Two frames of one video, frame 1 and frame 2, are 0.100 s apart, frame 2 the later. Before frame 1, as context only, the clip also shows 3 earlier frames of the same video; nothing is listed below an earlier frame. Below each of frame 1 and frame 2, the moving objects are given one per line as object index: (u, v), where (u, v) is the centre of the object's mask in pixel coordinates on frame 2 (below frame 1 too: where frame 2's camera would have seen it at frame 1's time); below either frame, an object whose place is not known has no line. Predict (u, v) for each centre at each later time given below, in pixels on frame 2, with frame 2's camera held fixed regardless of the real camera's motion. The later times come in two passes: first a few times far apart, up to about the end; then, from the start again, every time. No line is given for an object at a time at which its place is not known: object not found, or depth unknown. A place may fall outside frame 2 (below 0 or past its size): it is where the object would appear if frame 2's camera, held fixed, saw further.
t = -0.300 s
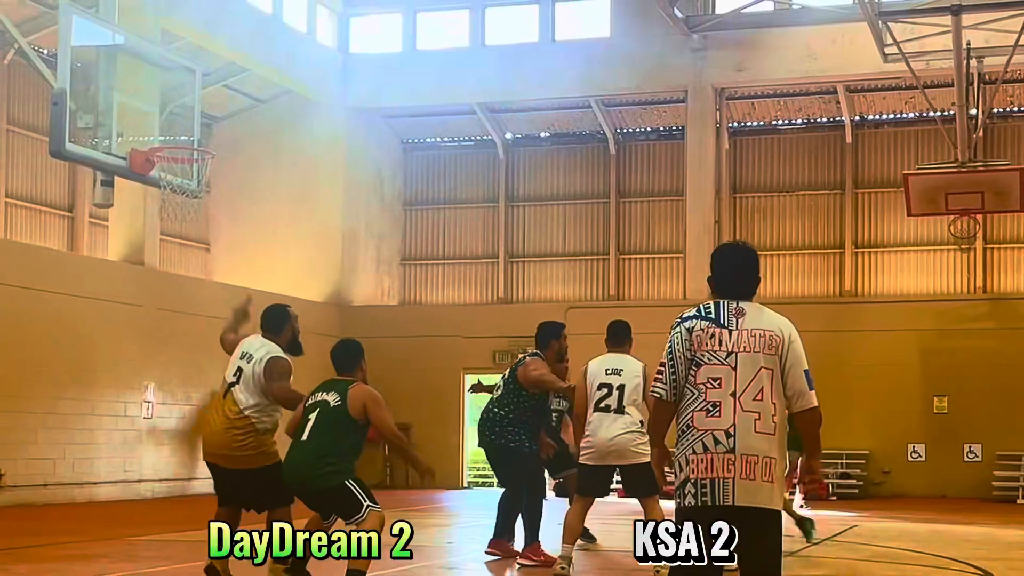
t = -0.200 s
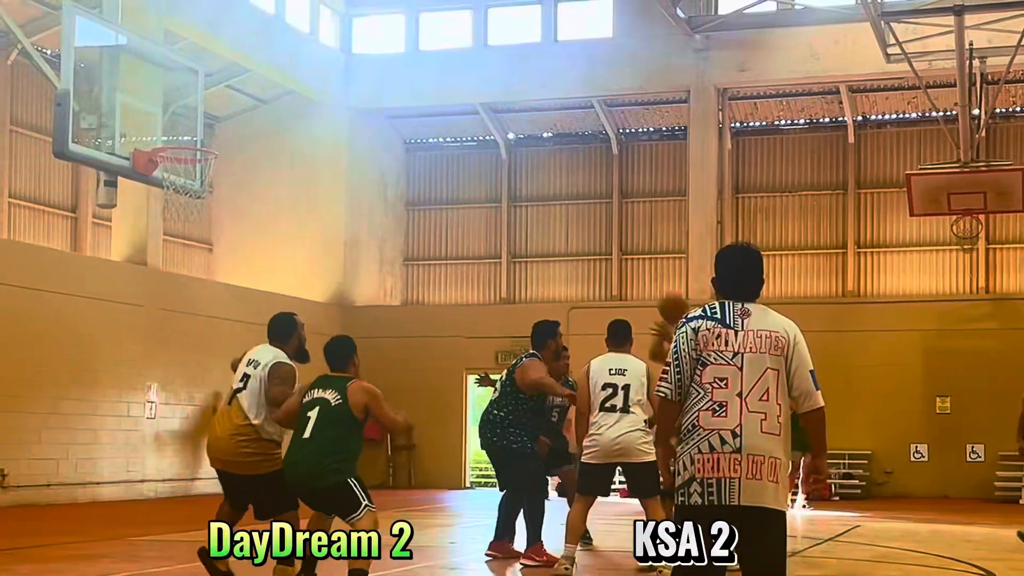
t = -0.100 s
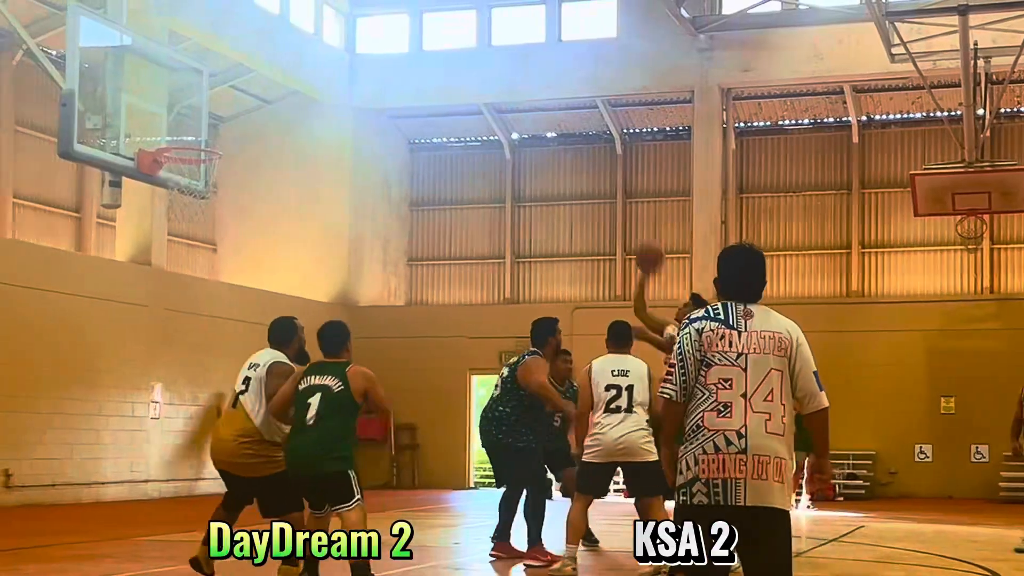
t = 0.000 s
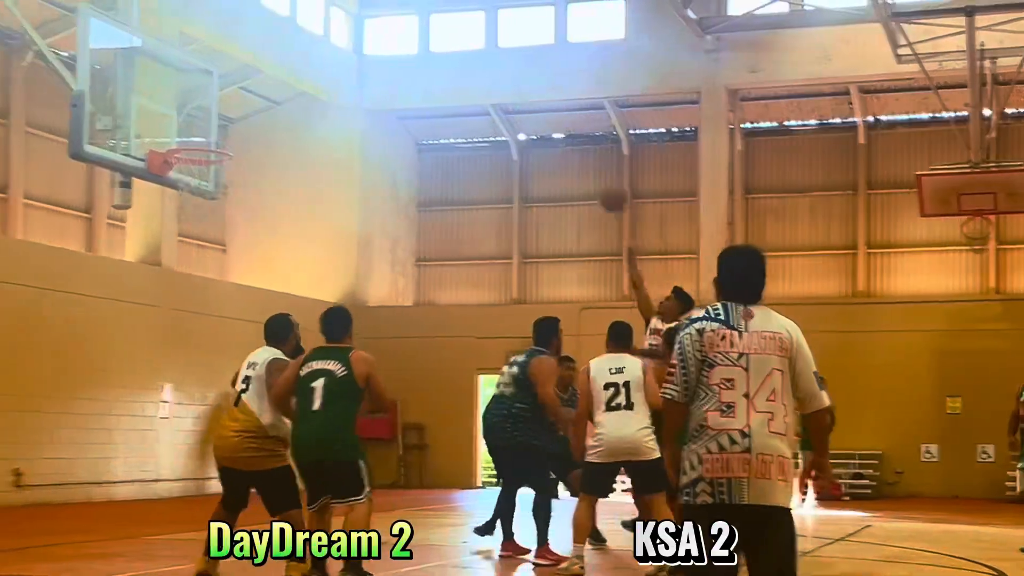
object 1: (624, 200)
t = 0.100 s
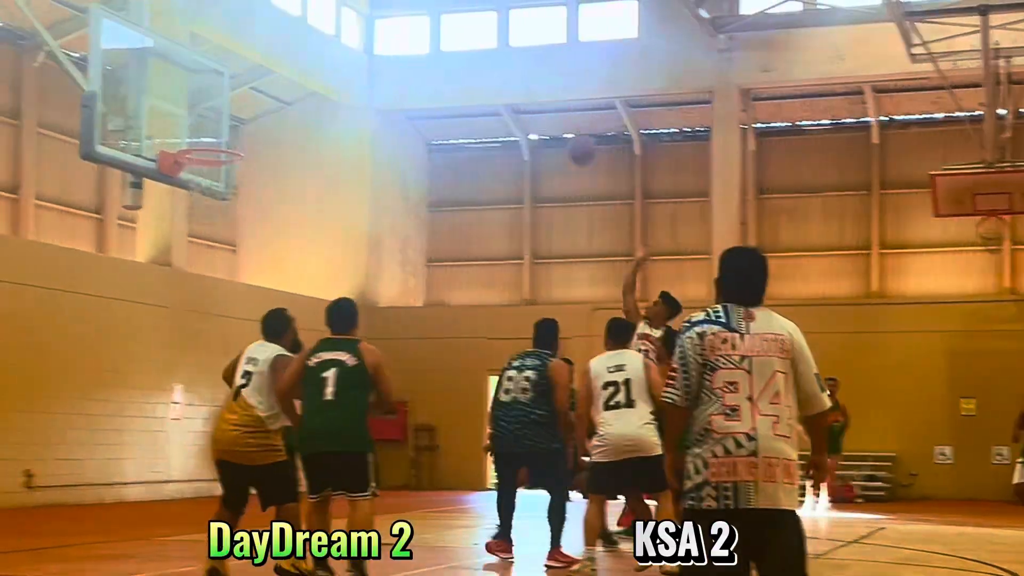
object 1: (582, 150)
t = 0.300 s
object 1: (491, 89)
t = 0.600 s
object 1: (351, 87)
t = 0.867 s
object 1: (284, 152)
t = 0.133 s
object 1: (566, 138)
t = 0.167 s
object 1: (552, 127)
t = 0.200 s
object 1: (535, 116)
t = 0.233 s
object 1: (520, 105)
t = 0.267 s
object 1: (506, 96)
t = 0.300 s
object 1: (491, 89)
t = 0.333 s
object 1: (475, 85)
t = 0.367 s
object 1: (460, 81)
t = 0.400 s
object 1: (444, 77)
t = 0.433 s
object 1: (429, 76)
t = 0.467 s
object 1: (414, 75)
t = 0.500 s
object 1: (400, 78)
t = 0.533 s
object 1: (381, 78)
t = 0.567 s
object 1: (366, 83)
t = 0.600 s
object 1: (351, 87)
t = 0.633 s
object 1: (336, 94)
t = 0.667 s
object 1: (320, 103)
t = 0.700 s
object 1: (307, 115)
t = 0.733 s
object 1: (289, 123)
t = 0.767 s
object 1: (272, 135)
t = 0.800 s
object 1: (257, 149)
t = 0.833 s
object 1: (267, 153)
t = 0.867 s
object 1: (284, 152)
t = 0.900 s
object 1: (301, 152)
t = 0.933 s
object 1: (319, 155)
